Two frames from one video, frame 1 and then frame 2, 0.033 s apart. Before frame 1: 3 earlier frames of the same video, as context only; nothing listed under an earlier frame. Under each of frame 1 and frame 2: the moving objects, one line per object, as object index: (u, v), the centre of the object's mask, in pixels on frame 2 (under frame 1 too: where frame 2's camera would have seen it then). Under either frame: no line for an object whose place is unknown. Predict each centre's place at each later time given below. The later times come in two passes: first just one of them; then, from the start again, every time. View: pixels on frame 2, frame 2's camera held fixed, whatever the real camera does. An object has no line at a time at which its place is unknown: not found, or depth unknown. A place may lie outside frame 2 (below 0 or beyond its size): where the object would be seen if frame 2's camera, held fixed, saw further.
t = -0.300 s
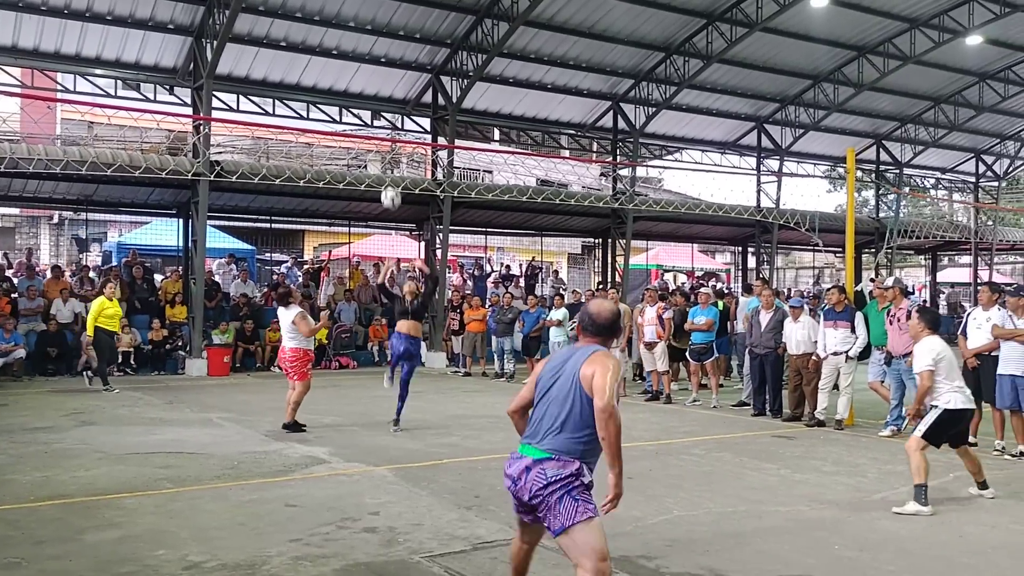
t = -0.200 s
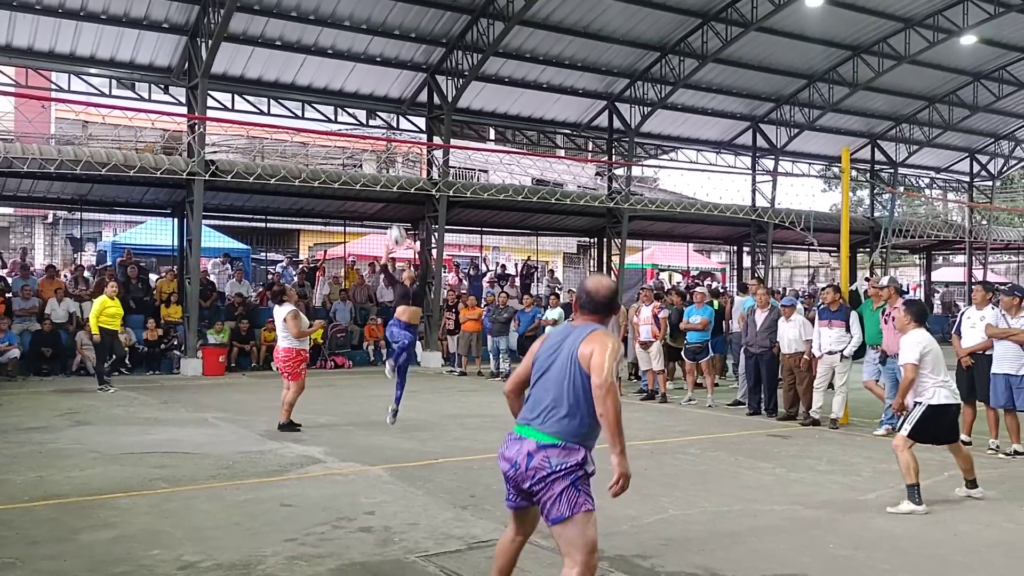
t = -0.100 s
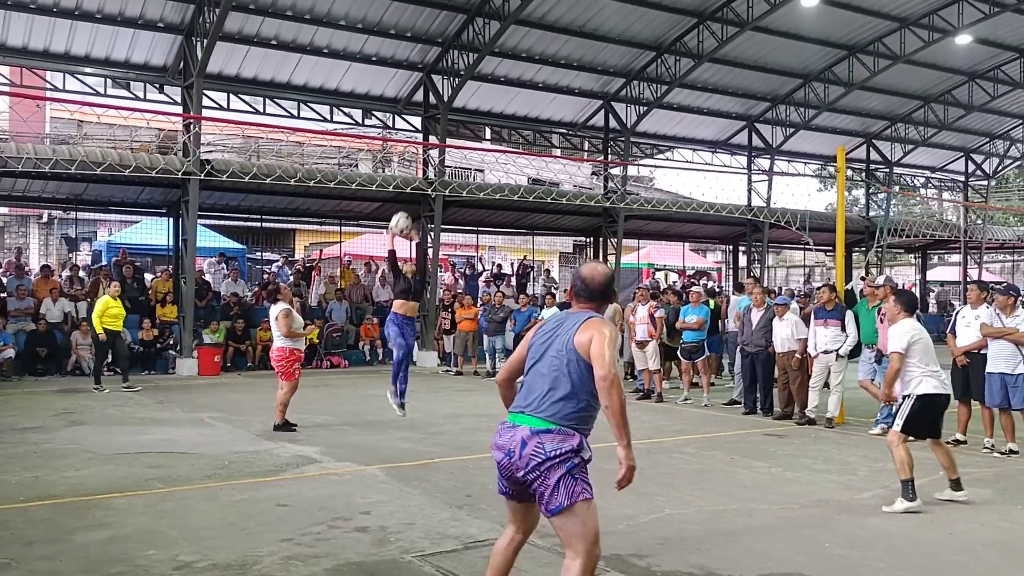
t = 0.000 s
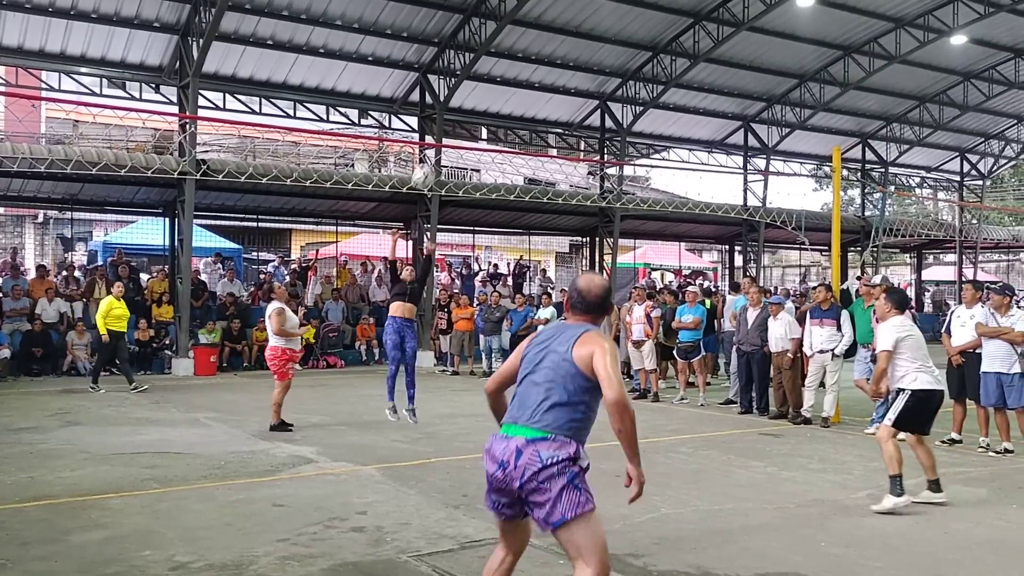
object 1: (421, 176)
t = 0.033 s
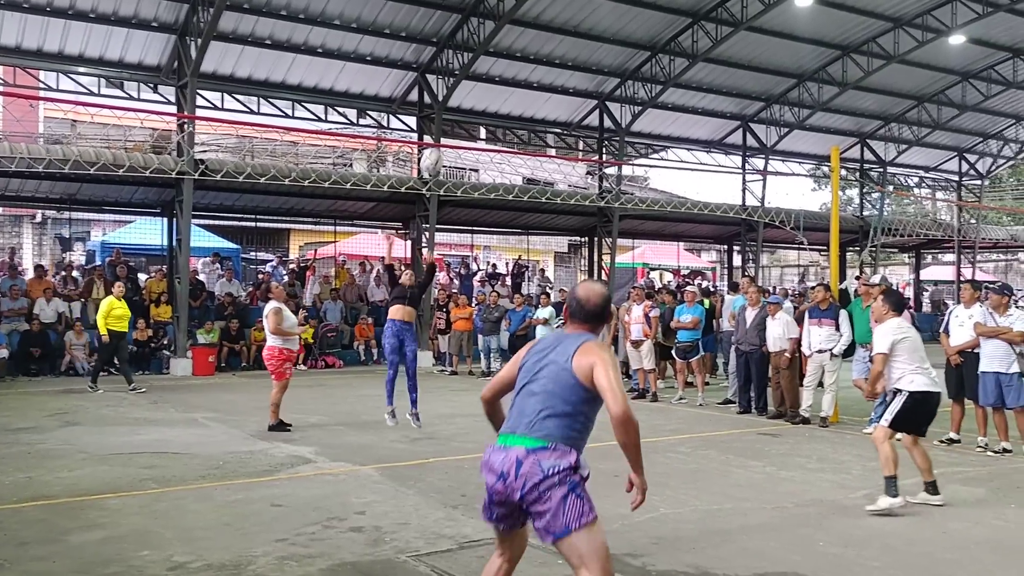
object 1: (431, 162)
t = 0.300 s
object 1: (533, 51)
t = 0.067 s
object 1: (443, 144)
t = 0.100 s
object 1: (454, 131)
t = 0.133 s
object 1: (465, 118)
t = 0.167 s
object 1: (478, 103)
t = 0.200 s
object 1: (492, 88)
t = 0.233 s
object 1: (505, 76)
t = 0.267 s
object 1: (518, 61)
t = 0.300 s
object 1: (533, 51)
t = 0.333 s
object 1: (548, 39)
